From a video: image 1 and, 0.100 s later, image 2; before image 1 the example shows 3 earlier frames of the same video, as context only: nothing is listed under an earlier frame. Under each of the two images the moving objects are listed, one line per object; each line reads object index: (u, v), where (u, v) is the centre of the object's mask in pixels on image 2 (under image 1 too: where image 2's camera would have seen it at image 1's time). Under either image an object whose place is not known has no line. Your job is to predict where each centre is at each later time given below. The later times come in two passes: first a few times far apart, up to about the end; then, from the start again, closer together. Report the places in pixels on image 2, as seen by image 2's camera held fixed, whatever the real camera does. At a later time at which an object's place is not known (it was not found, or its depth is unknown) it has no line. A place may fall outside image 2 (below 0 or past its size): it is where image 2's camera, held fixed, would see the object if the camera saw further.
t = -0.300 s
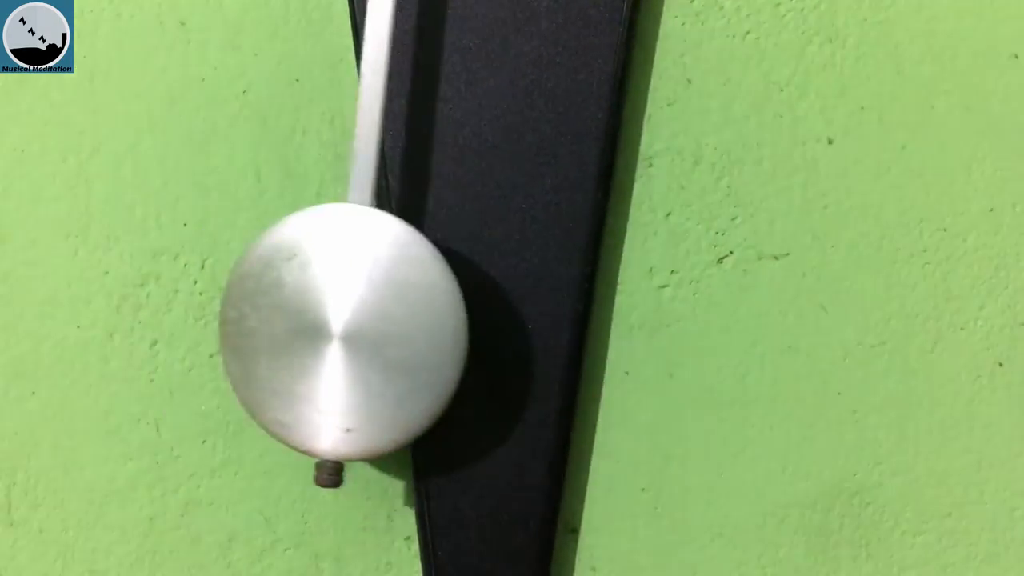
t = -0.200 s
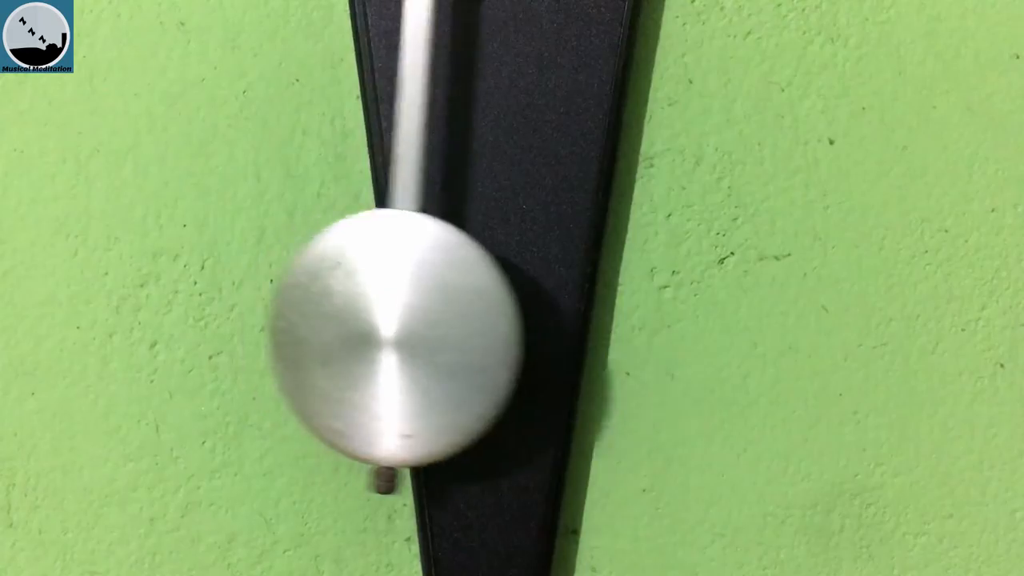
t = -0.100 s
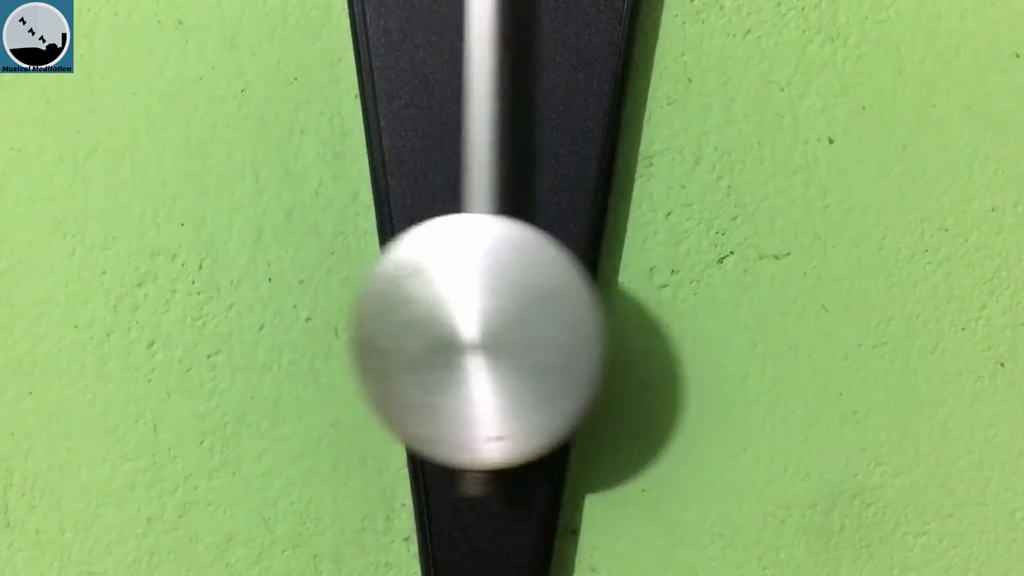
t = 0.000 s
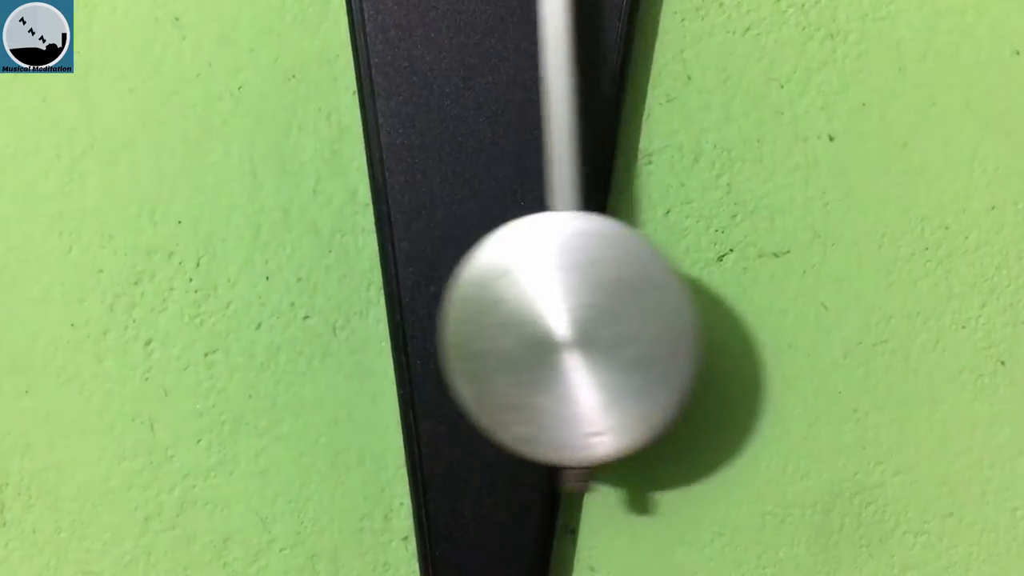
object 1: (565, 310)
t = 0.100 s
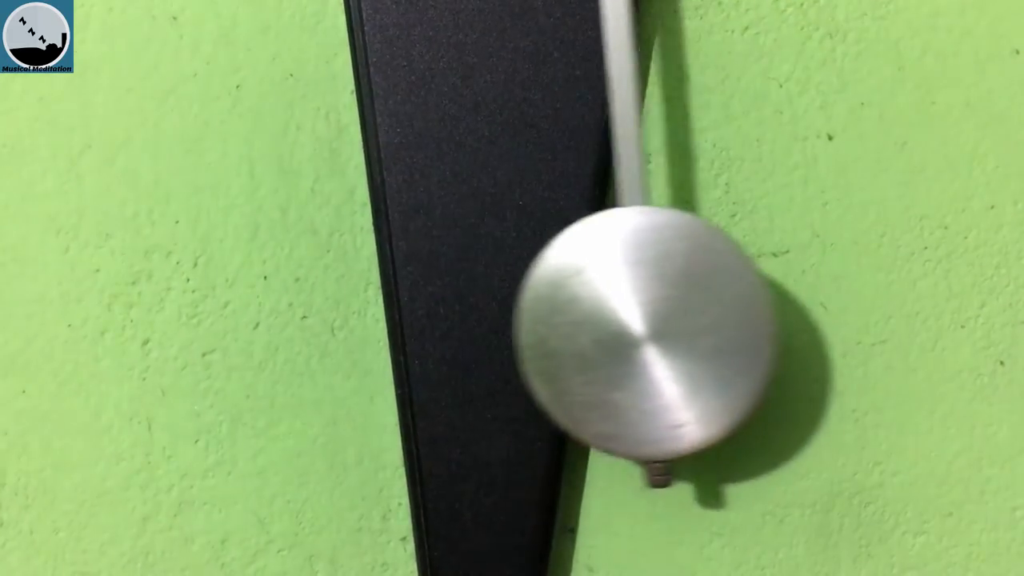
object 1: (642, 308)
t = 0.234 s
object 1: (686, 307)
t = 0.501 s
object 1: (537, 308)
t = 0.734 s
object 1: (359, 306)
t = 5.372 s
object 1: (408, 303)
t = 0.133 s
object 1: (661, 309)
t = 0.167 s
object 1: (675, 308)
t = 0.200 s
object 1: (683, 307)
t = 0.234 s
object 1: (686, 307)
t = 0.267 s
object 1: (683, 307)
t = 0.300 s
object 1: (674, 307)
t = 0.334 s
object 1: (660, 308)
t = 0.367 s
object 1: (642, 307)
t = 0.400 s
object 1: (619, 307)
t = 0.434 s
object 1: (594, 307)
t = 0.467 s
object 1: (566, 307)
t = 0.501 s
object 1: (537, 308)
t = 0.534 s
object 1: (509, 307)
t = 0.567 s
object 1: (480, 306)
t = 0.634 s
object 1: (424, 305)
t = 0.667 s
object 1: (399, 304)
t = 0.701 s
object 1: (377, 305)
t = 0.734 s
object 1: (359, 306)
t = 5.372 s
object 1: (408, 303)
